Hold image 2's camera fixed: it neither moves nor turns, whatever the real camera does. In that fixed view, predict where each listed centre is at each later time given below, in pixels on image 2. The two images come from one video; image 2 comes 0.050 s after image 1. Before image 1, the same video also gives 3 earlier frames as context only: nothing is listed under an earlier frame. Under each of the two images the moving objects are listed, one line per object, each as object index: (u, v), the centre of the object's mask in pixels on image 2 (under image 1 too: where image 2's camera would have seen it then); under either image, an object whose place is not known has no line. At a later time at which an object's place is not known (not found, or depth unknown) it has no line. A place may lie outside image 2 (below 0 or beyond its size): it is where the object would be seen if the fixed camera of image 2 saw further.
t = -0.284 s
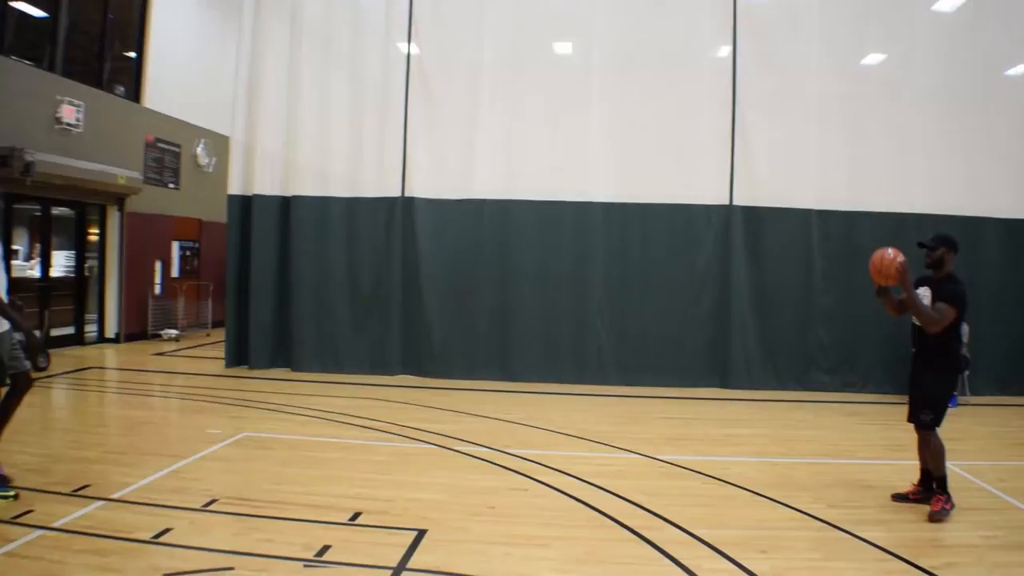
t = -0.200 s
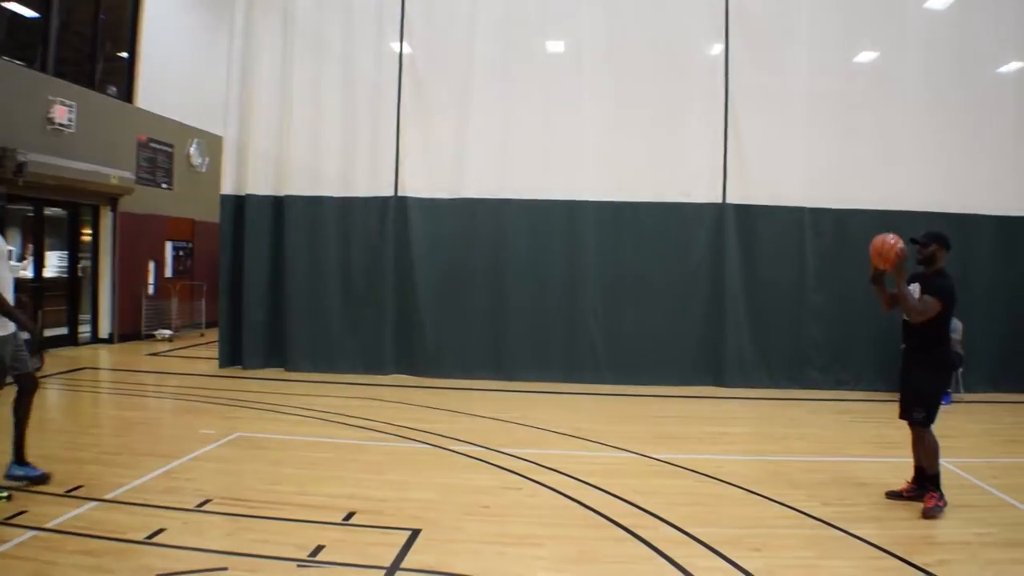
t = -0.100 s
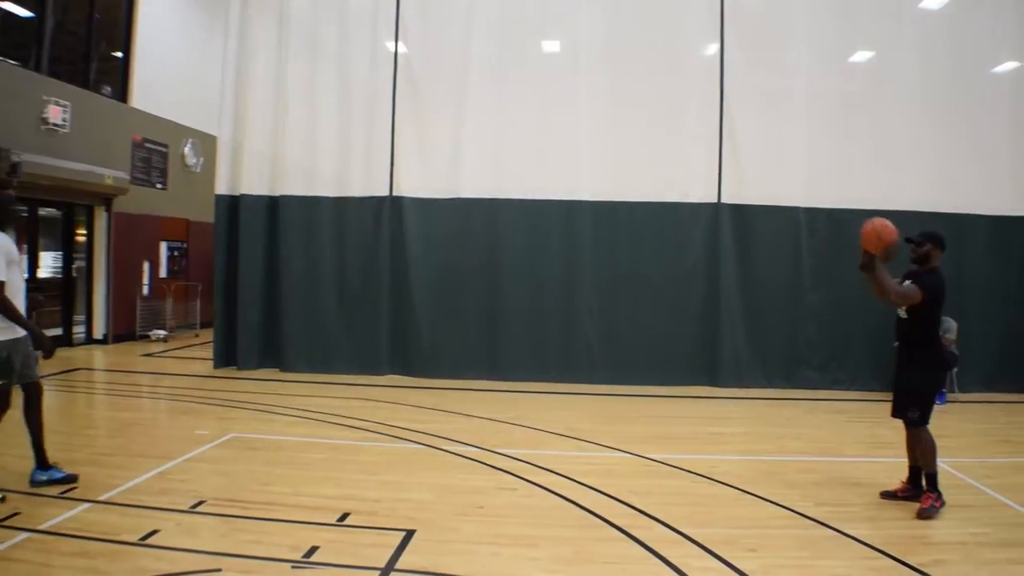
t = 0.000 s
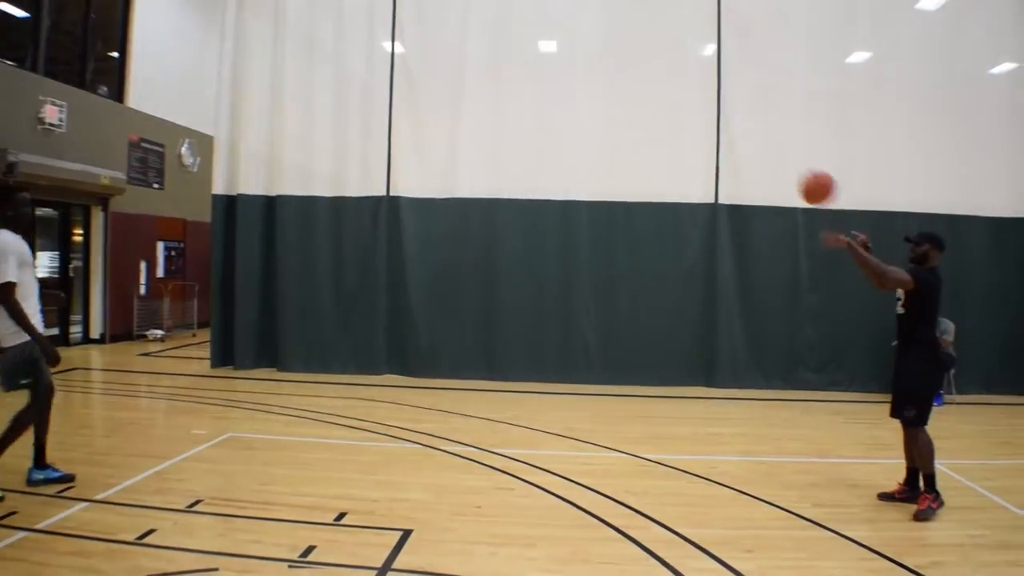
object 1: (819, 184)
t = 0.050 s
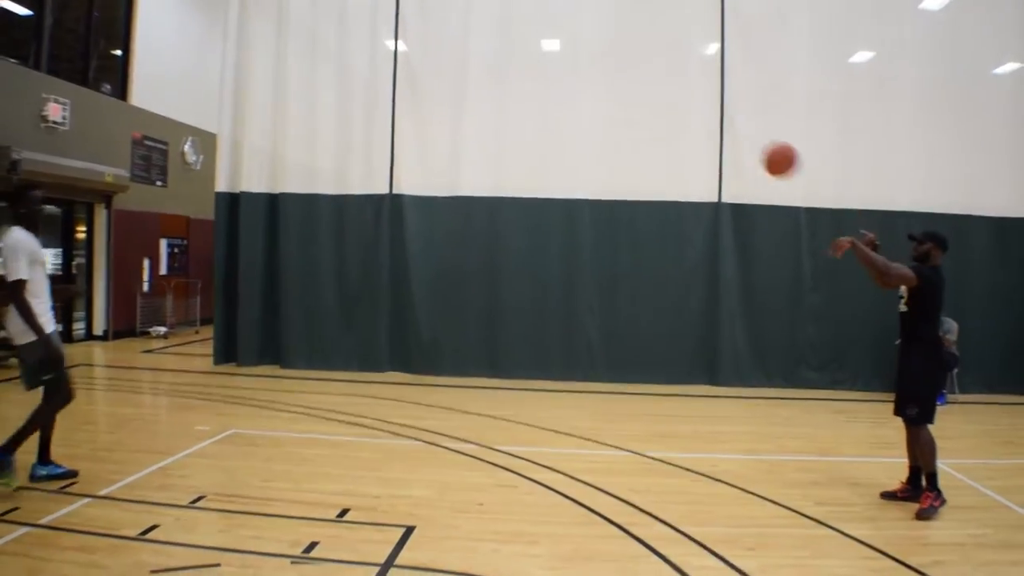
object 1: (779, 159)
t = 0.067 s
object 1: (765, 151)
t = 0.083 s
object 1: (752, 143)
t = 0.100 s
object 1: (739, 136)
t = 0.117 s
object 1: (724, 129)
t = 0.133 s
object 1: (710, 123)
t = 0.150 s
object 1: (697, 116)
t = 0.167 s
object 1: (682, 110)
